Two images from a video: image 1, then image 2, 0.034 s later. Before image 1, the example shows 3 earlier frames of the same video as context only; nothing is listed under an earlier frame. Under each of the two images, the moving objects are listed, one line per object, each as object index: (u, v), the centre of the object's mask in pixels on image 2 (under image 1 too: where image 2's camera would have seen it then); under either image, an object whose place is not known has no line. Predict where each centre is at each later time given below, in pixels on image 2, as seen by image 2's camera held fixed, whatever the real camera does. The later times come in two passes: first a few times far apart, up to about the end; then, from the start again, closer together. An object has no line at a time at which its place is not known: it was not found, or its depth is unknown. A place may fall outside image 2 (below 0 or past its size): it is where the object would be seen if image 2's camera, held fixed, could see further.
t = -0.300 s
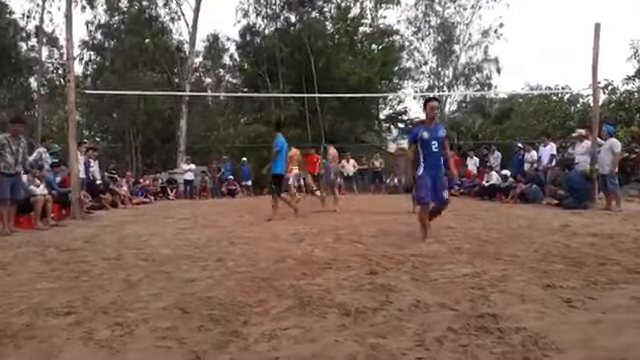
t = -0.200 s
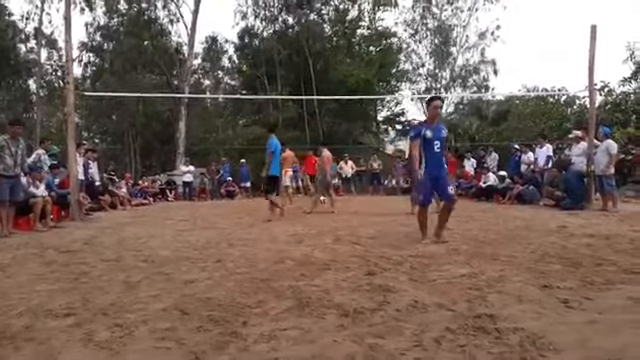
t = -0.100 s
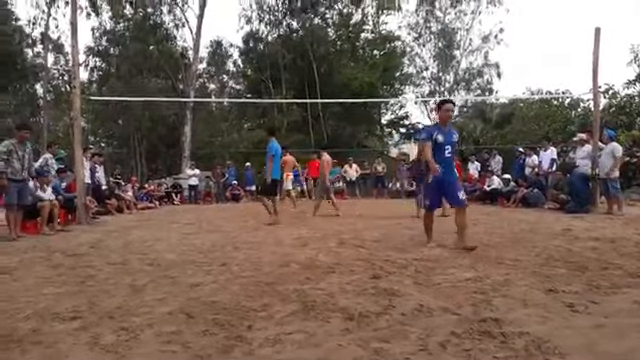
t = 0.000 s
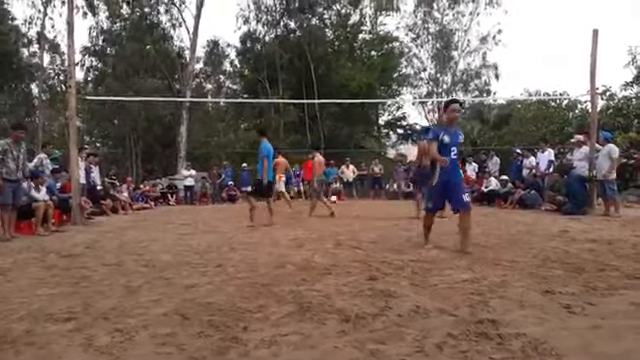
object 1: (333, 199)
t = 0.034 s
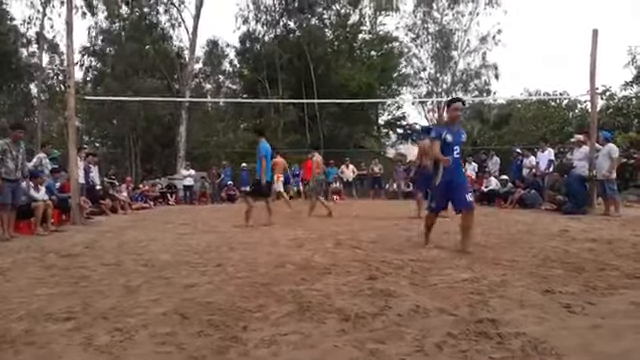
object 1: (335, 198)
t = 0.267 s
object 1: (349, 209)
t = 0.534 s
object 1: (364, 209)
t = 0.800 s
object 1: (383, 212)
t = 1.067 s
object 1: (409, 214)
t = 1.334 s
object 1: (443, 223)
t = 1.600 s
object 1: (482, 231)
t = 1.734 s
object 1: (506, 232)
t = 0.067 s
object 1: (337, 199)
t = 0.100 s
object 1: (339, 199)
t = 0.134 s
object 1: (341, 201)
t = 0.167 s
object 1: (343, 201)
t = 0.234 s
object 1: (347, 207)
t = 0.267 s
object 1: (349, 209)
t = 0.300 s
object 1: (351, 208)
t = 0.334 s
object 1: (353, 208)
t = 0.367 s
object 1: (354, 209)
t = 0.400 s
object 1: (357, 211)
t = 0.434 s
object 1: (359, 210)
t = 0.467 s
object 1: (362, 210)
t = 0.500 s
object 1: (363, 209)
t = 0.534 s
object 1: (364, 209)
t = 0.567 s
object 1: (367, 209)
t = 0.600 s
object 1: (369, 211)
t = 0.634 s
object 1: (371, 212)
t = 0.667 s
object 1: (373, 212)
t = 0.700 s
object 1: (375, 212)
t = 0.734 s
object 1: (378, 210)
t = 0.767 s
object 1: (380, 210)
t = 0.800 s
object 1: (383, 212)
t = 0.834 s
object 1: (385, 214)
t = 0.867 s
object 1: (388, 214)
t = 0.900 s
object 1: (389, 213)
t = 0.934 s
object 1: (391, 214)
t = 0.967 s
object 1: (398, 216)
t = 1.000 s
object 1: (401, 215)
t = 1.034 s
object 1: (405, 213)
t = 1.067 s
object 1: (409, 214)
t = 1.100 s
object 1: (413, 215)
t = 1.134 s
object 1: (417, 217)
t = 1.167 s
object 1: (422, 219)
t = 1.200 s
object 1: (426, 220)
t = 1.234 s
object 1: (430, 220)
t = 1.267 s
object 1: (434, 222)
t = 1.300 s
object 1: (438, 223)
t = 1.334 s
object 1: (443, 223)
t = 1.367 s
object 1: (447, 222)
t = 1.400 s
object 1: (452, 224)
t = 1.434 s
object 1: (457, 225)
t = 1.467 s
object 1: (461, 226)
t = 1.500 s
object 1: (467, 225)
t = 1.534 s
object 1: (471, 229)
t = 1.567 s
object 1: (476, 231)
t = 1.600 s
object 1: (482, 231)
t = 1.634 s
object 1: (487, 232)
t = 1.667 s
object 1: (494, 232)
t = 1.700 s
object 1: (500, 232)
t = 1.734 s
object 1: (506, 232)
